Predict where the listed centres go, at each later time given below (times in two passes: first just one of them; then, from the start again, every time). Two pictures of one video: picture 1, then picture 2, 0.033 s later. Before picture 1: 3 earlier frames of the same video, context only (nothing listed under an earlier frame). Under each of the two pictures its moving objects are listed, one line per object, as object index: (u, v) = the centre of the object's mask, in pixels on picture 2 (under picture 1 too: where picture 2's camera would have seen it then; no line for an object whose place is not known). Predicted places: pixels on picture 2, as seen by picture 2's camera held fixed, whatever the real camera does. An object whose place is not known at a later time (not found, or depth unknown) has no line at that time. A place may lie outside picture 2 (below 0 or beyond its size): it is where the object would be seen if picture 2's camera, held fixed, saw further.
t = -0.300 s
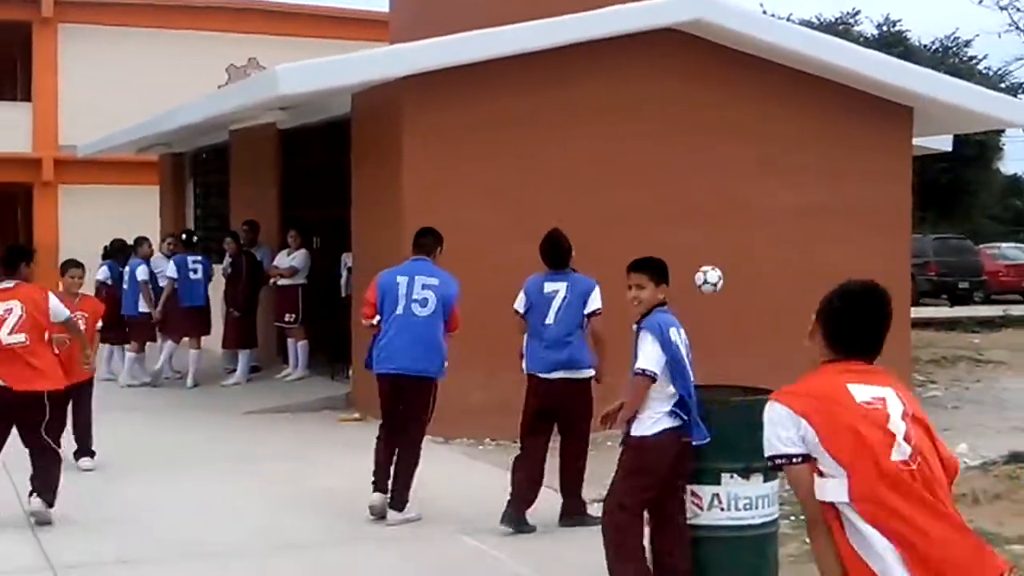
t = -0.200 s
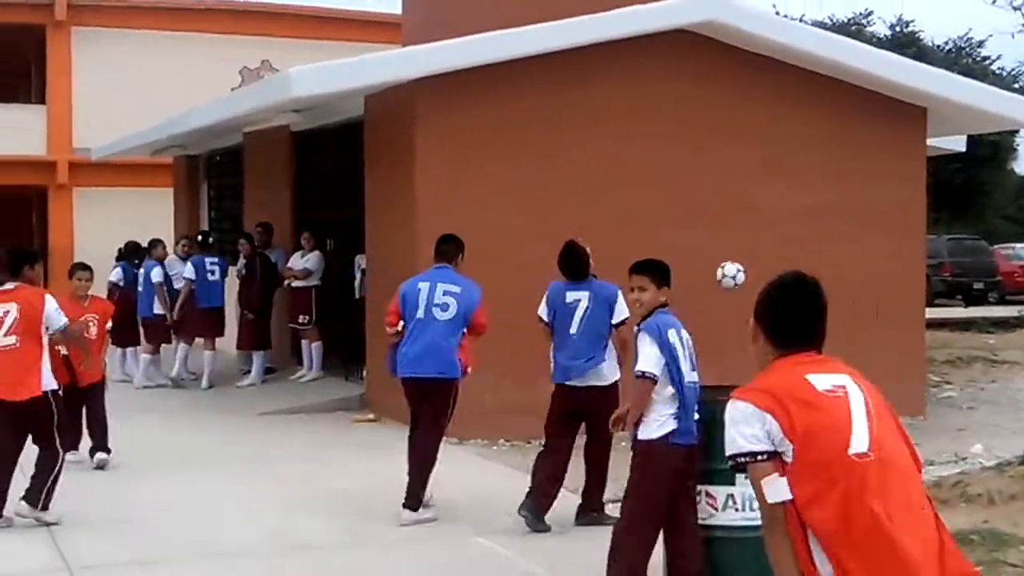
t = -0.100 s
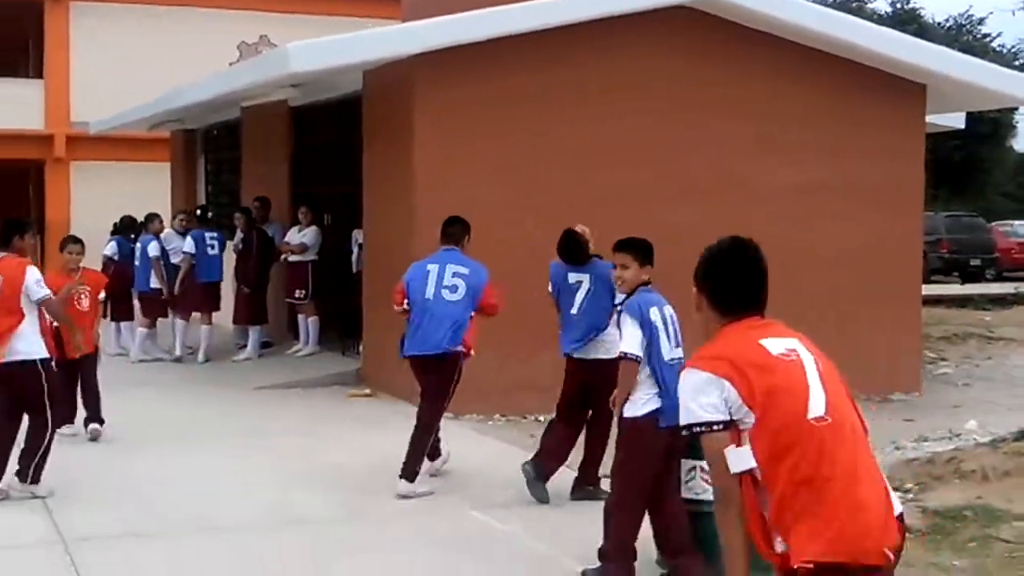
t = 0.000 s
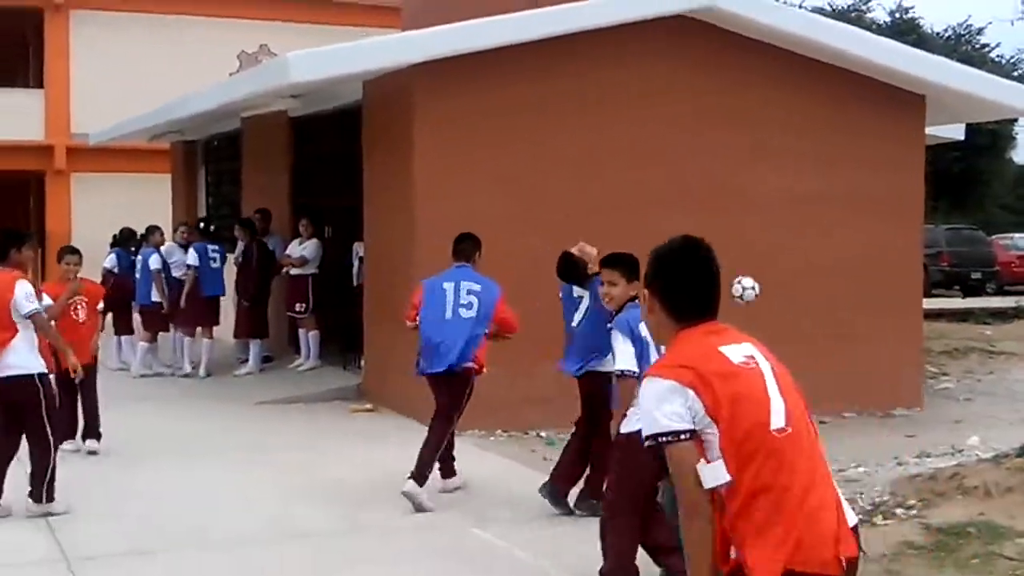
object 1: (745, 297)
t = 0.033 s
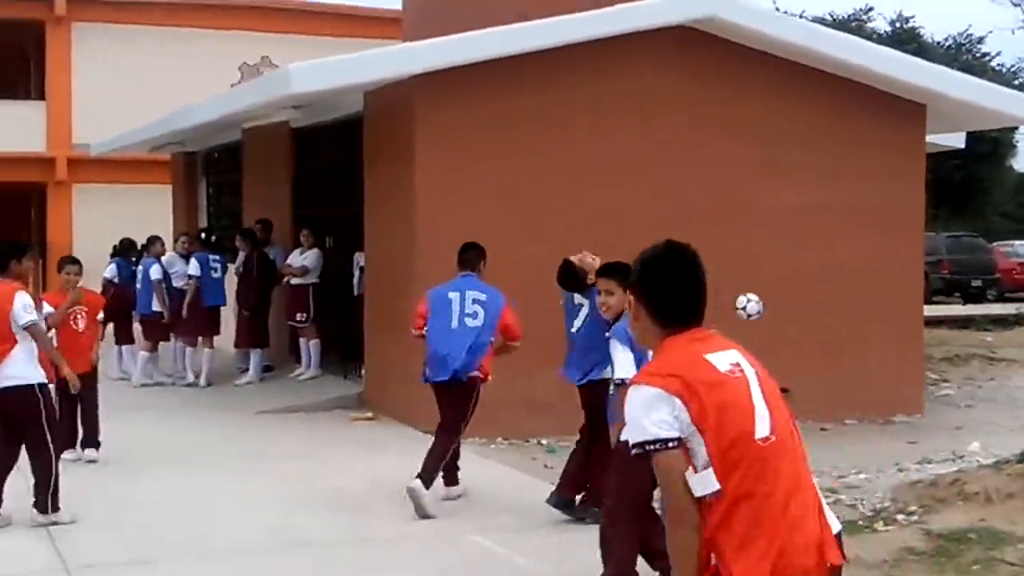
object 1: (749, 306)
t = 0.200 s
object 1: (760, 371)
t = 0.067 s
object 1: (751, 316)
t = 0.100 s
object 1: (754, 328)
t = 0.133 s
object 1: (756, 341)
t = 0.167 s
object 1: (758, 355)
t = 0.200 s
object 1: (760, 371)
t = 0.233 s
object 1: (763, 379)
